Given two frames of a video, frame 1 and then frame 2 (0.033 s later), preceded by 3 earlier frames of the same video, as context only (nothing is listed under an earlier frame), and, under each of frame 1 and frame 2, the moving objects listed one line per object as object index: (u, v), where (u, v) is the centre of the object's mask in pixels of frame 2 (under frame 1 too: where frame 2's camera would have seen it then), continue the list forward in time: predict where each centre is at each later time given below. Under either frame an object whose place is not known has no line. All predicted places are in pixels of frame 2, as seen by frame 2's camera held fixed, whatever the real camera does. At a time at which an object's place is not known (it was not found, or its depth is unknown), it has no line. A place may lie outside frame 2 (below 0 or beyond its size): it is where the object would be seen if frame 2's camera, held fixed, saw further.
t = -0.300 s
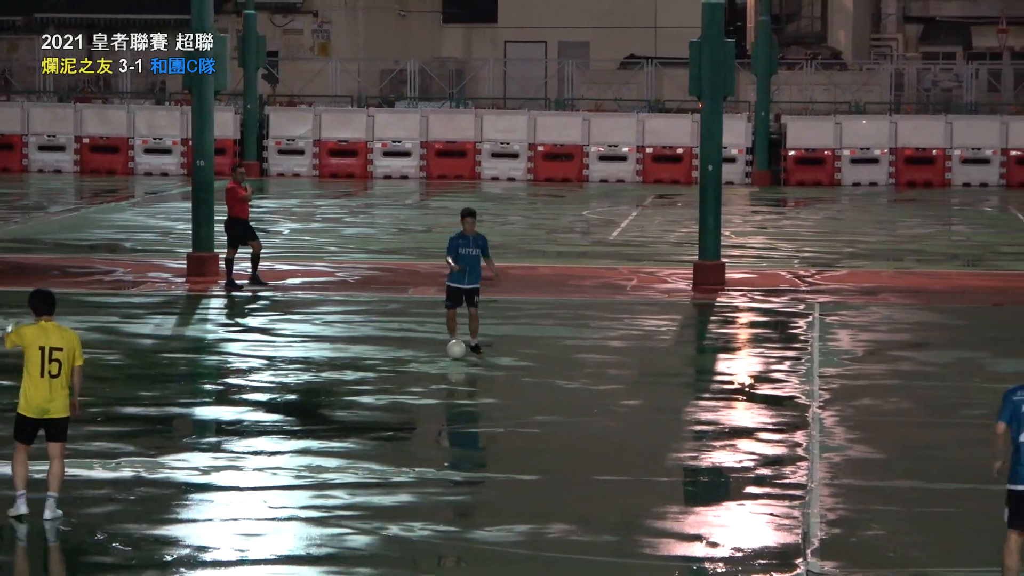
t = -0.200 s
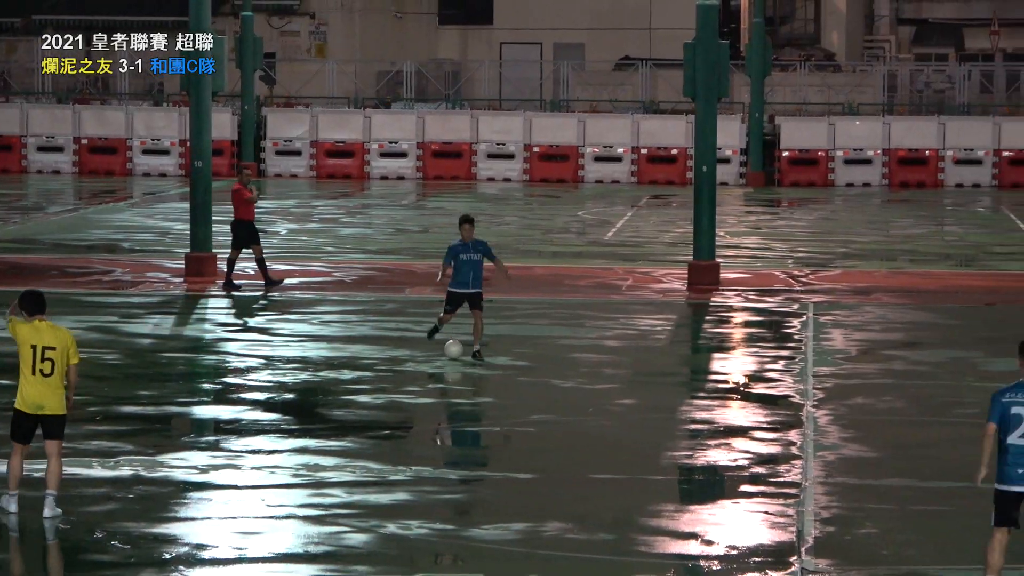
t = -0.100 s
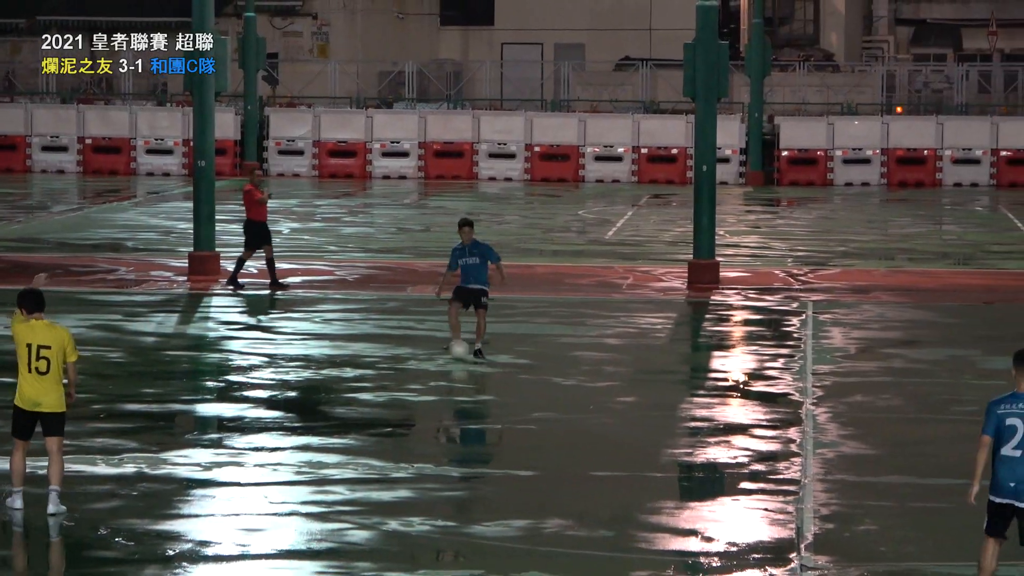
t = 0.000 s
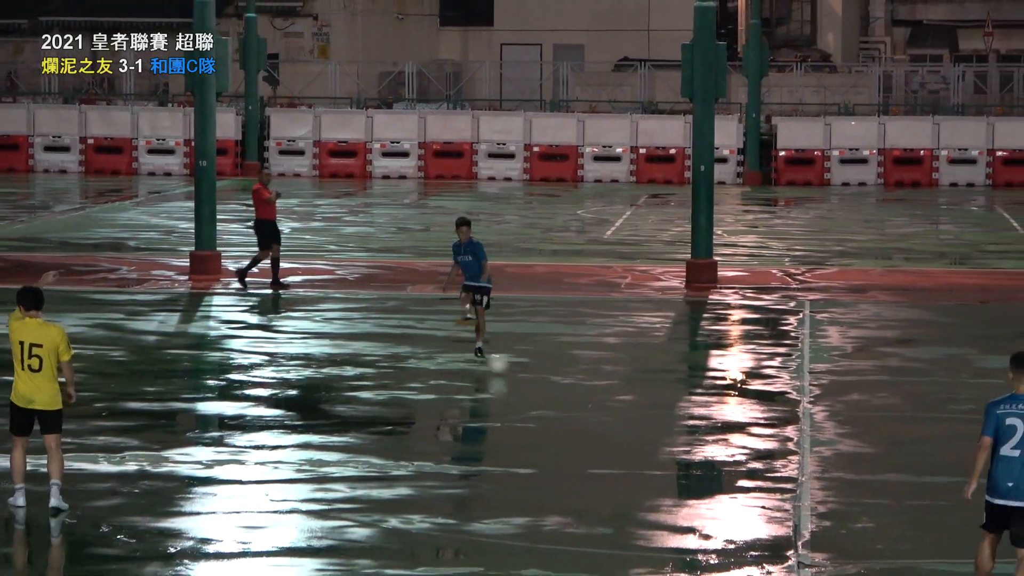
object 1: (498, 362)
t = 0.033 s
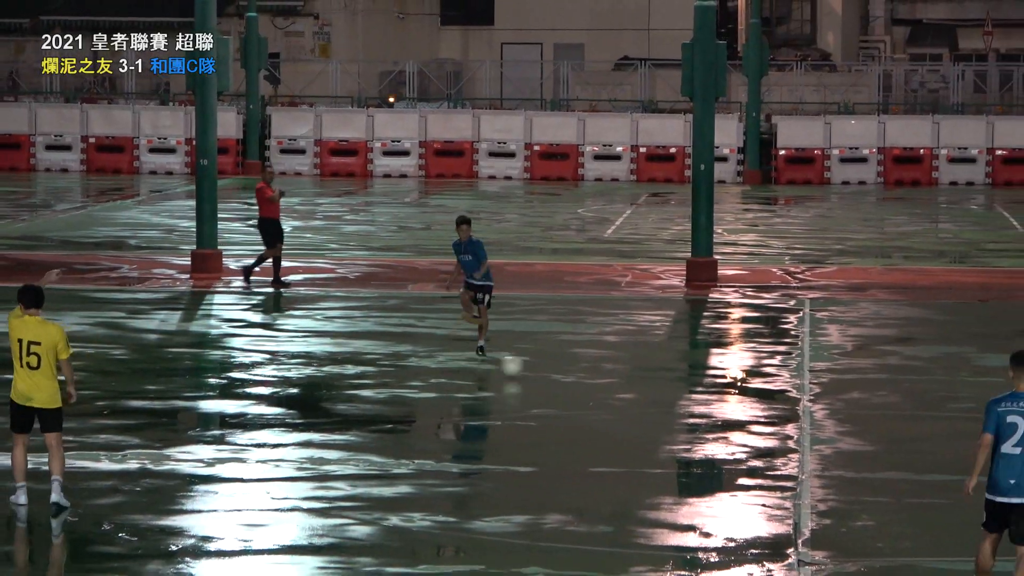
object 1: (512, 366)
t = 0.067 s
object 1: (526, 371)
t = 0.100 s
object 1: (540, 377)
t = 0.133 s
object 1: (555, 384)
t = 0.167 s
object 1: (569, 389)
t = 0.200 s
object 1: (584, 395)
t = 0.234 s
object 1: (599, 402)
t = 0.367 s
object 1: (663, 424)
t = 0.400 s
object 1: (678, 429)
